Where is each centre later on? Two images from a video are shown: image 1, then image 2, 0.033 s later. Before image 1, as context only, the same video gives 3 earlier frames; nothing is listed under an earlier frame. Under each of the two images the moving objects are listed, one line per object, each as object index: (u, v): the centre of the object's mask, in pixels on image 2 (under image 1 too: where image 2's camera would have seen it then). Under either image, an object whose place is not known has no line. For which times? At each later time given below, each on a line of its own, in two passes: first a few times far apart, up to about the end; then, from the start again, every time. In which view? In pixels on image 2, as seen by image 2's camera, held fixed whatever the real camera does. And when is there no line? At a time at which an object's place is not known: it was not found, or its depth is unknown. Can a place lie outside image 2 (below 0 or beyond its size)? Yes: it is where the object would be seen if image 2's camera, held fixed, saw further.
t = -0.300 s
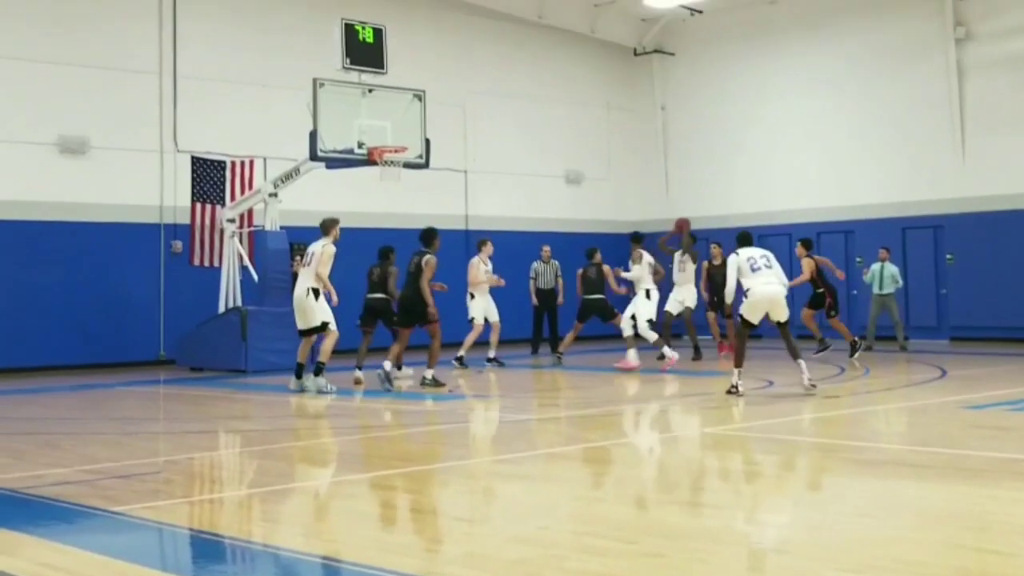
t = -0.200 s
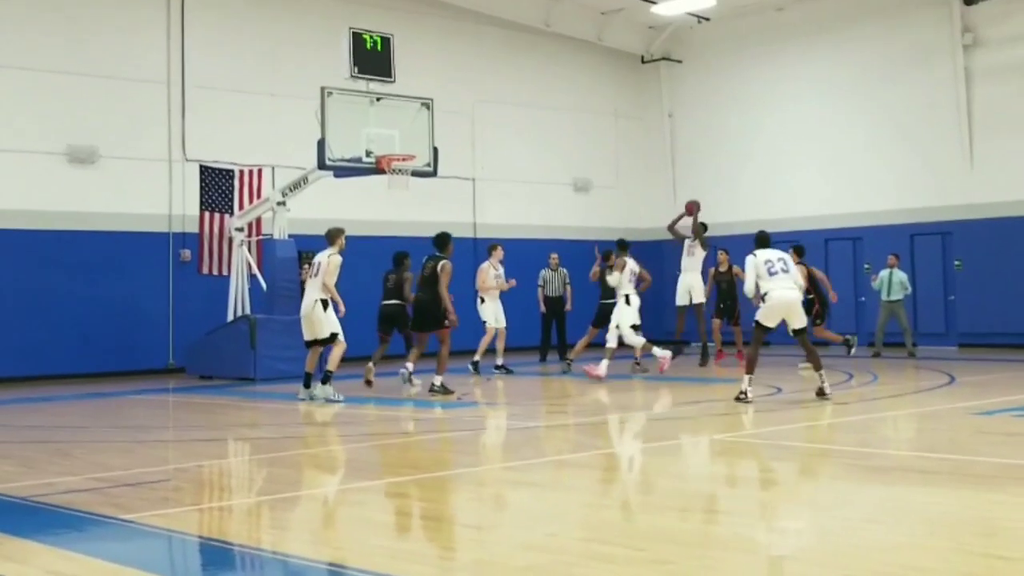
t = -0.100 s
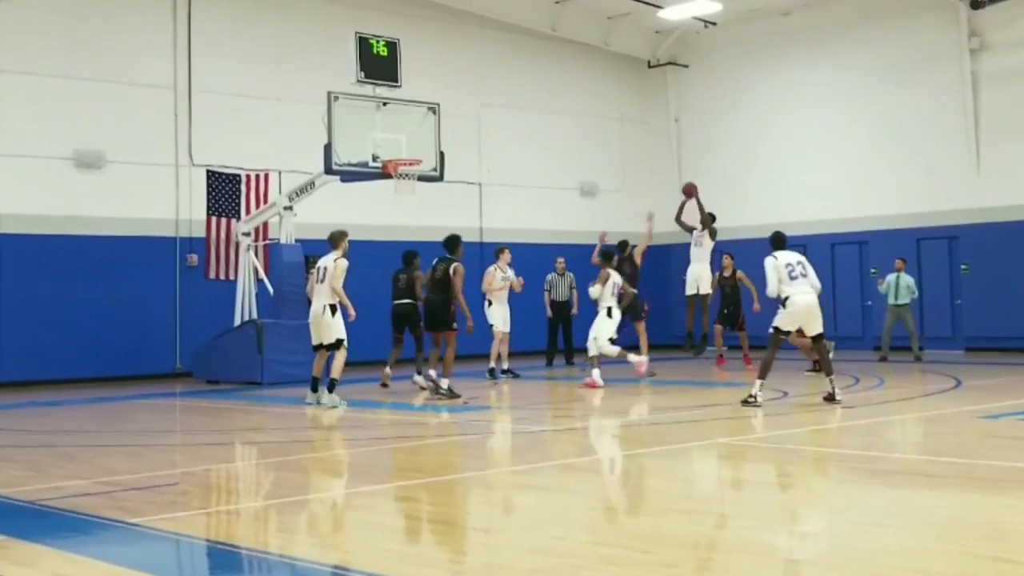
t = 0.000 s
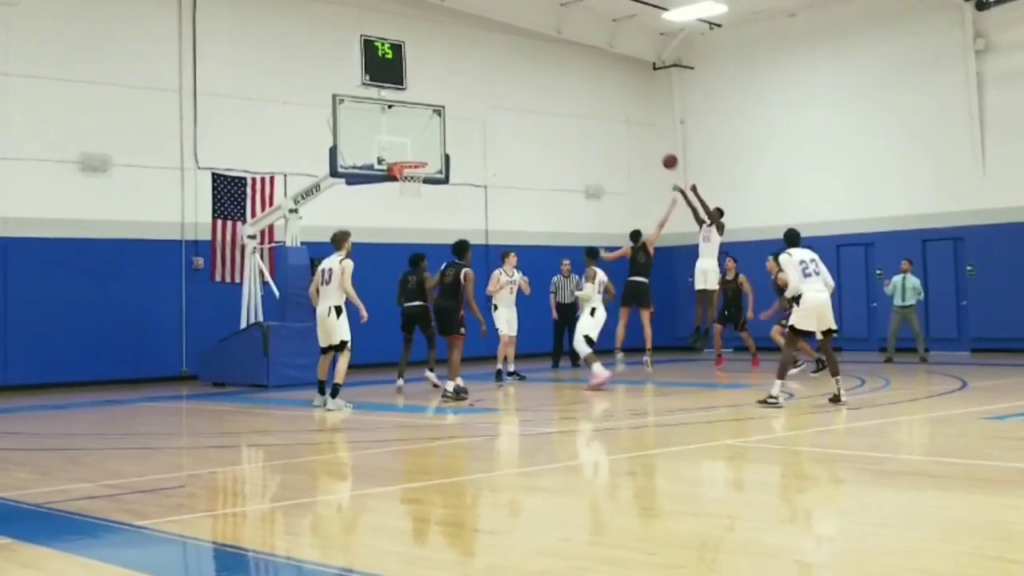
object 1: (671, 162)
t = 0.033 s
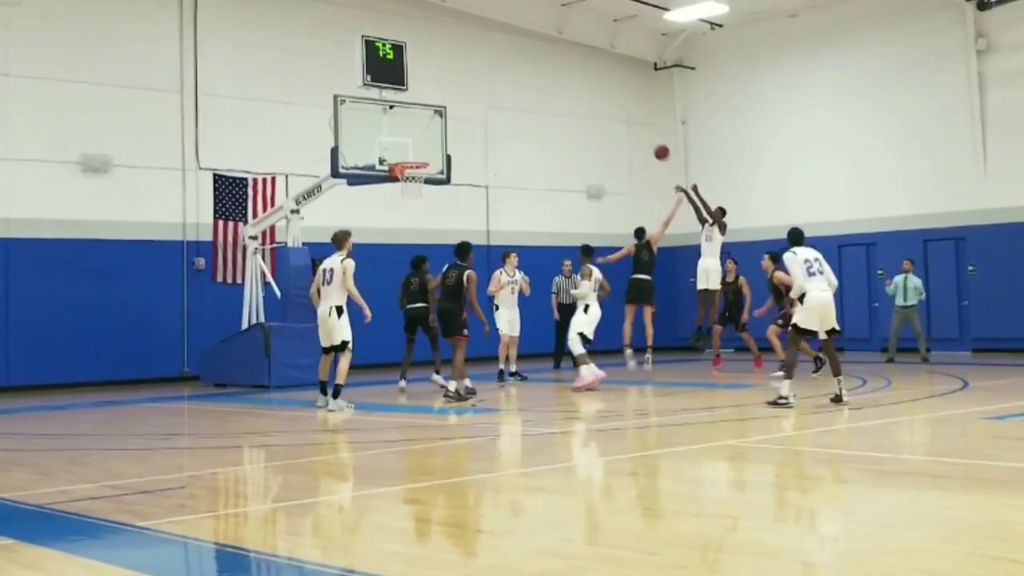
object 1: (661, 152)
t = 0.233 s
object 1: (602, 109)
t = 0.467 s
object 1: (531, 91)
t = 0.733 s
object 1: (447, 114)
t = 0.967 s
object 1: (382, 159)
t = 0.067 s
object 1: (652, 143)
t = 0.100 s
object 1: (642, 135)
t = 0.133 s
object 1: (631, 128)
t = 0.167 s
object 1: (622, 121)
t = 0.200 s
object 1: (612, 115)
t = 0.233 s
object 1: (602, 109)
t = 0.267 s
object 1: (591, 105)
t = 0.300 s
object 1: (581, 100)
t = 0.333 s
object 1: (571, 97)
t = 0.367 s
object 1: (561, 95)
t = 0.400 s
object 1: (551, 92)
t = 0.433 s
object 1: (541, 91)
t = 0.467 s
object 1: (531, 91)
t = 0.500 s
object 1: (521, 91)
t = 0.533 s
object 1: (510, 92)
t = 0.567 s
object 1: (500, 93)
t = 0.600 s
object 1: (490, 96)
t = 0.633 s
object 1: (479, 99)
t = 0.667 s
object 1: (469, 103)
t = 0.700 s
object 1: (458, 108)
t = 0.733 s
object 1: (447, 114)
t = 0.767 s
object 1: (437, 120)
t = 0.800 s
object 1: (426, 127)
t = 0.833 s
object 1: (415, 135)
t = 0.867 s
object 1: (404, 144)
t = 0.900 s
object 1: (393, 153)
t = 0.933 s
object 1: (384, 159)
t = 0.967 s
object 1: (382, 159)
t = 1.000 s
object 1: (381, 158)
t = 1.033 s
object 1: (381, 159)
